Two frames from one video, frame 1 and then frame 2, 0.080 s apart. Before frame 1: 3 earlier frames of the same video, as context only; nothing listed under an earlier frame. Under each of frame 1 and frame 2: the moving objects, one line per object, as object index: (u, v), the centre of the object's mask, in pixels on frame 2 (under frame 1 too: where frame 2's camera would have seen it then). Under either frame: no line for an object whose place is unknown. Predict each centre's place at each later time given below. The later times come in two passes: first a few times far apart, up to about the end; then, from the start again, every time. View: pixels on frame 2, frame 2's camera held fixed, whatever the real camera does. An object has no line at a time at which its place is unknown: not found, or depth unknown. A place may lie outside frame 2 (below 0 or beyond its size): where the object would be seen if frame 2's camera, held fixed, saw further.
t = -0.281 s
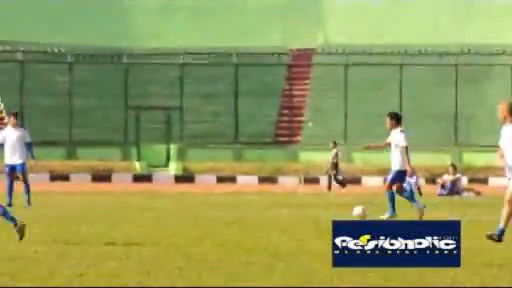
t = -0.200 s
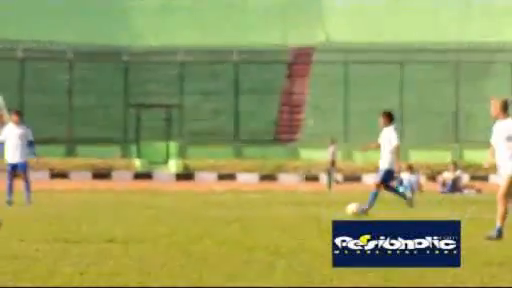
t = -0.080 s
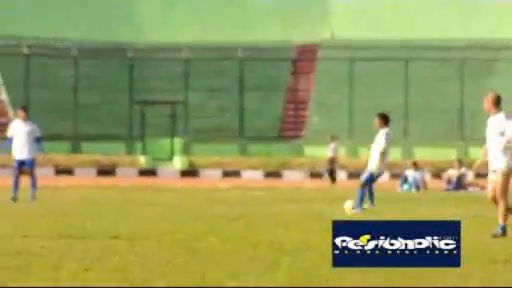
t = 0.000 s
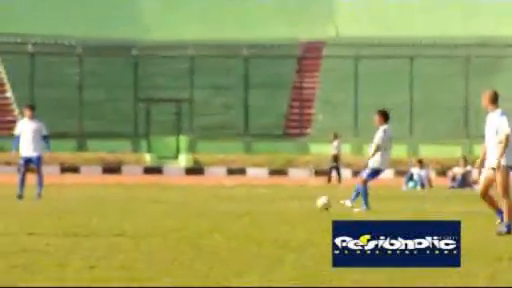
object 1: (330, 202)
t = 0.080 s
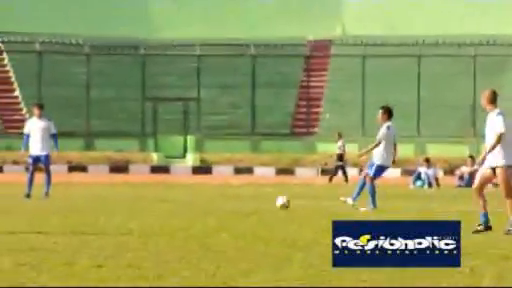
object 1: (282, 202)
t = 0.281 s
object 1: (172, 202)
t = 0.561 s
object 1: (40, 204)
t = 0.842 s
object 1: (-74, 203)
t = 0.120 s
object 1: (260, 201)
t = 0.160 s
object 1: (237, 200)
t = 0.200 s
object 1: (215, 201)
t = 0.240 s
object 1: (193, 202)
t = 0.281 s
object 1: (172, 202)
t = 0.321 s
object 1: (152, 202)
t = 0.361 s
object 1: (131, 203)
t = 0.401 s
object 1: (112, 203)
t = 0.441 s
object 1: (94, 202)
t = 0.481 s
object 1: (75, 202)
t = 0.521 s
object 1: (57, 204)
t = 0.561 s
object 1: (40, 204)
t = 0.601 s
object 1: (23, 204)
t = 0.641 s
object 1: (6, 204)
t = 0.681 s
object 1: (-10, 205)
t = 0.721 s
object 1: (-26, 205)
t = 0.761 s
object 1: (-42, 205)
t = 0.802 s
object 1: (-58, 205)
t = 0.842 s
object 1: (-74, 203)
